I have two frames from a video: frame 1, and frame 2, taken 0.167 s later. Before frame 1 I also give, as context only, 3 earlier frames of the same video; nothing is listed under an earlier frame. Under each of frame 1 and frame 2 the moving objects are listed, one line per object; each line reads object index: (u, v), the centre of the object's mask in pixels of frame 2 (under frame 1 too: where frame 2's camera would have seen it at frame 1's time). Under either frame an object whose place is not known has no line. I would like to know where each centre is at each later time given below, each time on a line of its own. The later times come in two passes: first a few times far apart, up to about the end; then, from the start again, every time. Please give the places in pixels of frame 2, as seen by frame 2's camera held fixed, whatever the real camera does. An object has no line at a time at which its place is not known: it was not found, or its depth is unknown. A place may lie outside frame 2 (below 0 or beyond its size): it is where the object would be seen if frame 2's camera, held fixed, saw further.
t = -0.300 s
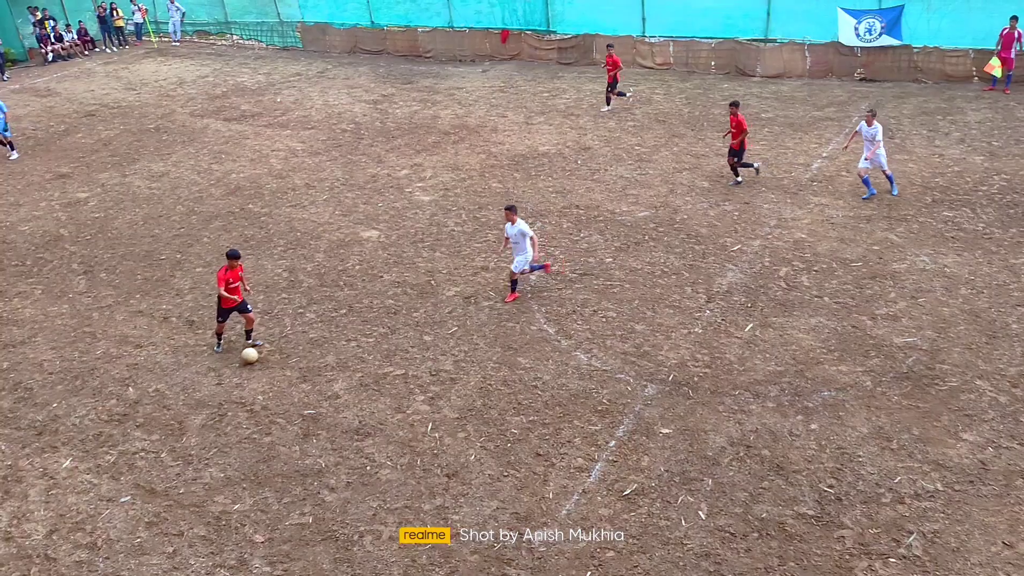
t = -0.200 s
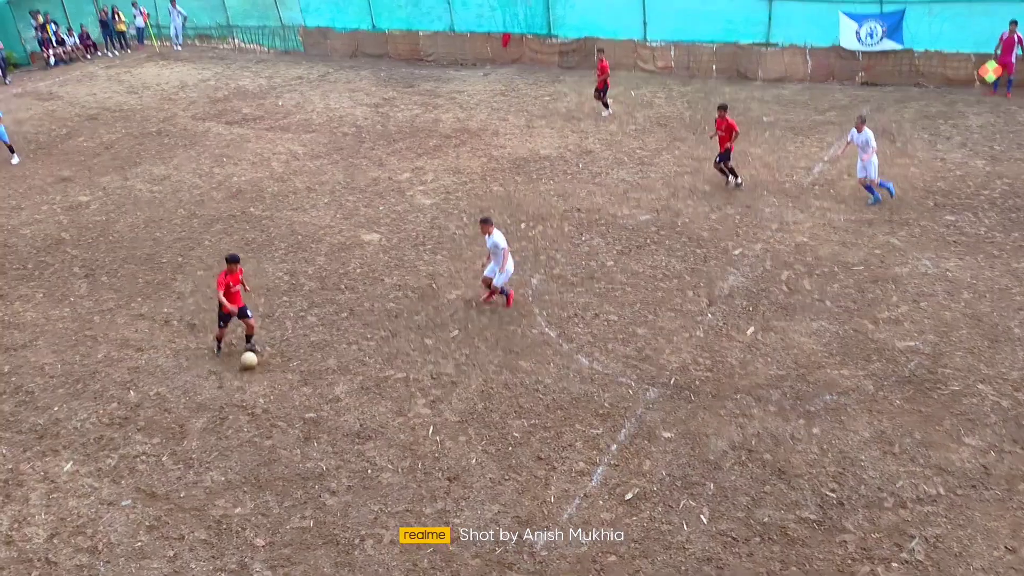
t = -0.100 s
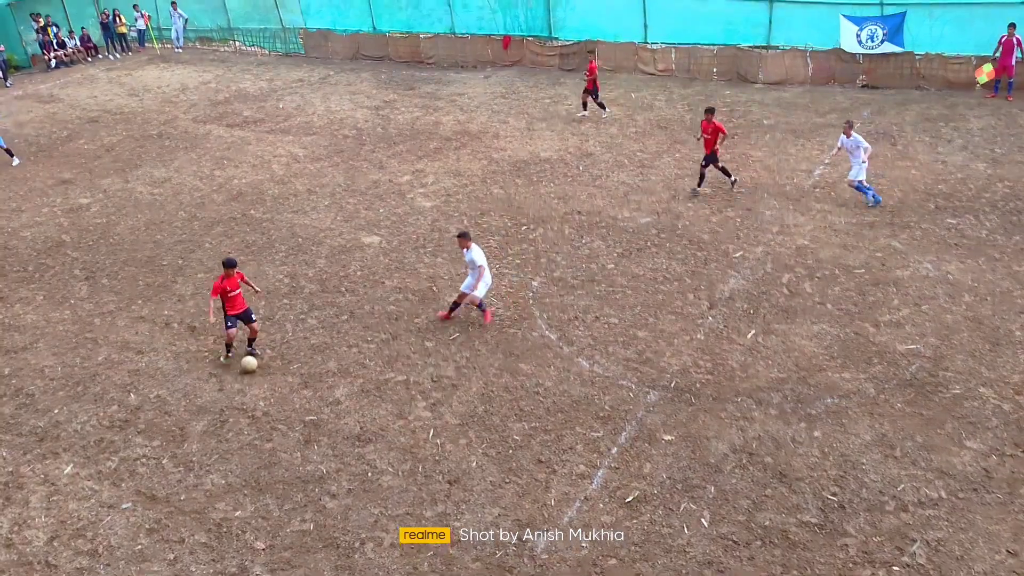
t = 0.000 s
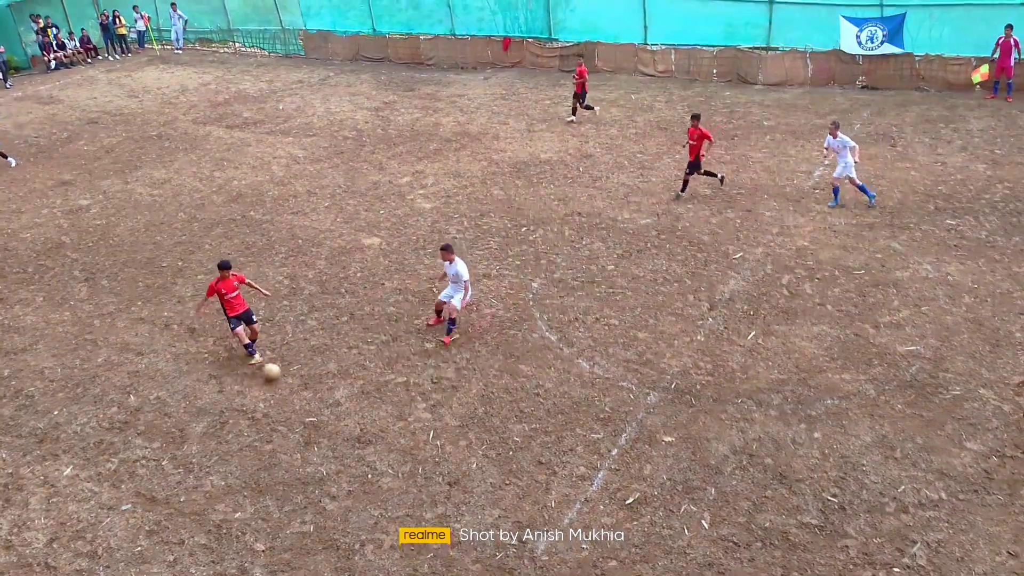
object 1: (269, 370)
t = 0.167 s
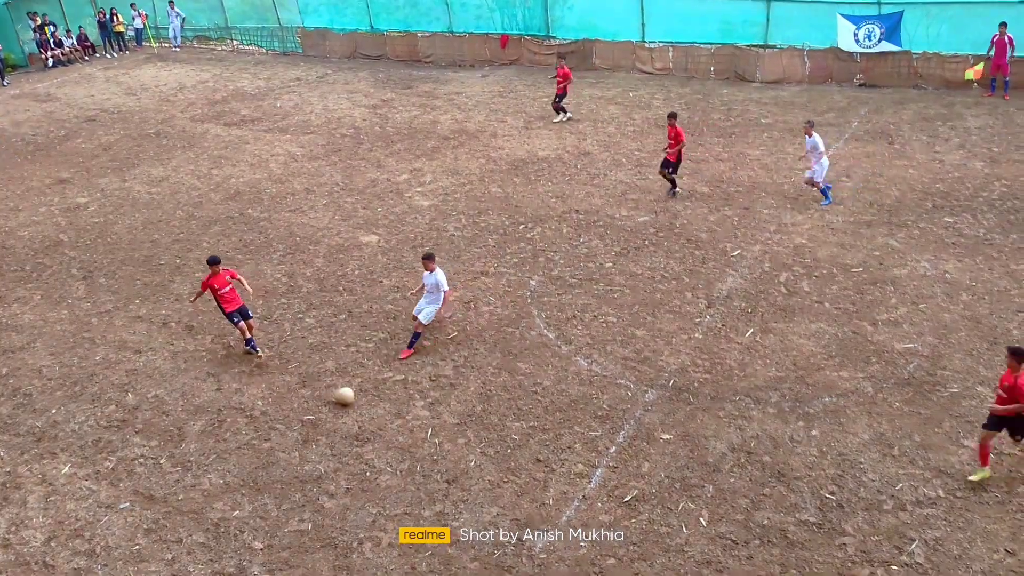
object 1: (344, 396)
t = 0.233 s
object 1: (373, 405)
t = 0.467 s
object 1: (460, 430)
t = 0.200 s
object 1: (358, 400)
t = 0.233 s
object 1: (373, 405)
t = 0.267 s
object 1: (387, 411)
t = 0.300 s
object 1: (399, 413)
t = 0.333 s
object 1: (410, 414)
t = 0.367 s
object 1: (422, 417)
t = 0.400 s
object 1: (435, 420)
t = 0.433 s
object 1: (447, 425)
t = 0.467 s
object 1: (460, 430)
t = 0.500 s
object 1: (473, 436)
